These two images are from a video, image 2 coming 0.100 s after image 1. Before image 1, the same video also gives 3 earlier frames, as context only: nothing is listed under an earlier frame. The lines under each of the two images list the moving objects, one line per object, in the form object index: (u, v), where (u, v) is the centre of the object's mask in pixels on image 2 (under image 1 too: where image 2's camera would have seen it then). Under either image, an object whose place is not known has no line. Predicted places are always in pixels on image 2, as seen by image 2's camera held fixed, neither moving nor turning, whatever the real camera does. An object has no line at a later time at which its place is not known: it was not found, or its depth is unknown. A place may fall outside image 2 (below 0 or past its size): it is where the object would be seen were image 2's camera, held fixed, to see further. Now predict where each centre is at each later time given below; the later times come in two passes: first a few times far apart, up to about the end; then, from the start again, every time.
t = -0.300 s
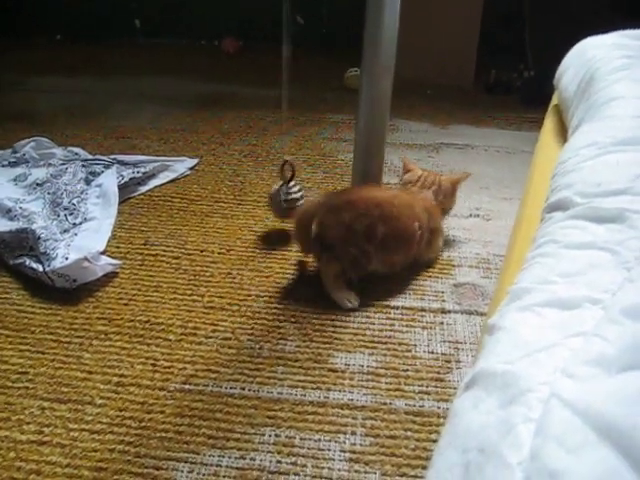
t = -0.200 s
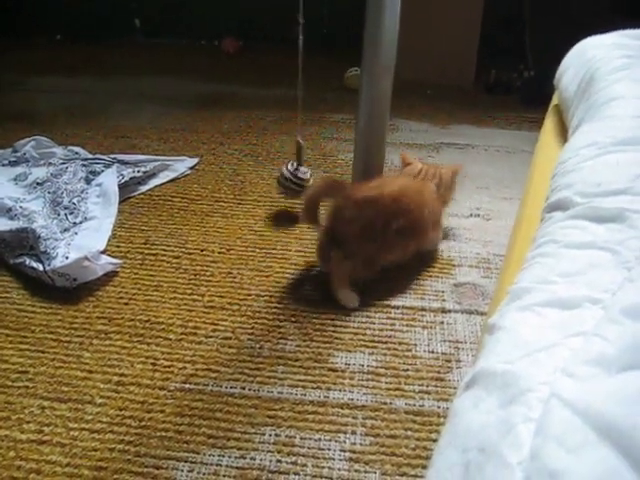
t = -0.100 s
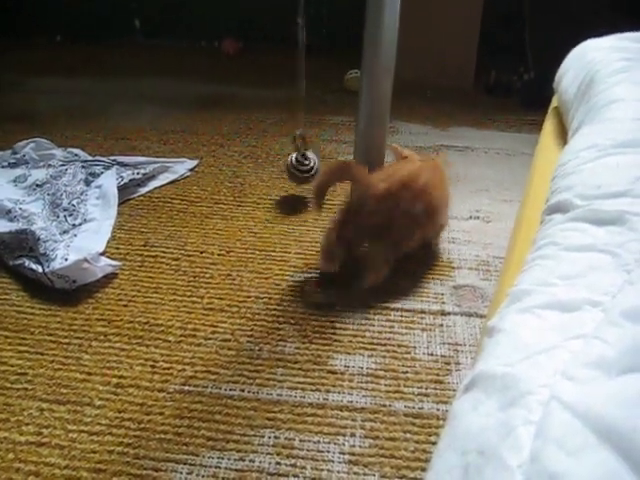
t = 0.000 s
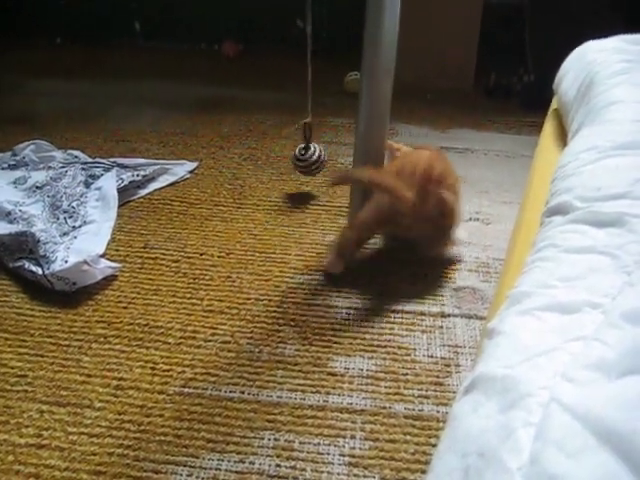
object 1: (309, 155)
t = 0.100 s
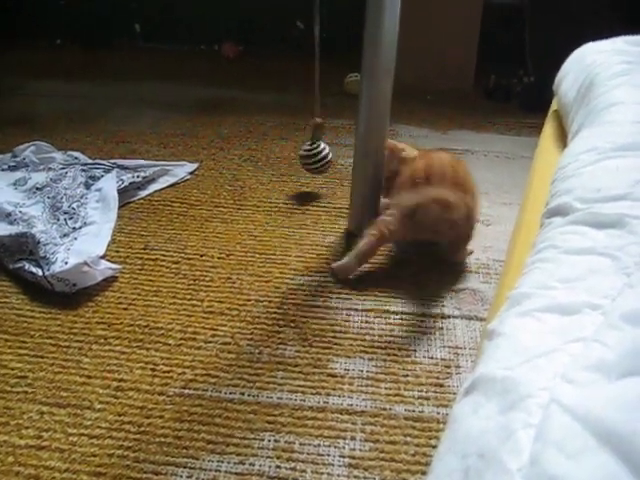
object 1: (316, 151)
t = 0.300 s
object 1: (322, 169)
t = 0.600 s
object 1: (313, 217)
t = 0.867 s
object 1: (288, 248)
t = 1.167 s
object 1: (276, 228)
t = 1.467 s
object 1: (295, 183)
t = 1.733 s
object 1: (314, 159)
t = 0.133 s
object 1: (317, 153)
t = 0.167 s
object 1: (319, 152)
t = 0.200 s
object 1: (320, 154)
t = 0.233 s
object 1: (321, 159)
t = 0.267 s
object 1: (322, 163)
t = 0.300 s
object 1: (322, 169)
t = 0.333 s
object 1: (321, 171)
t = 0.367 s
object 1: (321, 178)
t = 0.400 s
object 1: (321, 182)
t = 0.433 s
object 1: (321, 189)
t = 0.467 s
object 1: (320, 196)
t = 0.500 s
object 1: (319, 202)
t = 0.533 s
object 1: (317, 206)
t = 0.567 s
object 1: (315, 212)
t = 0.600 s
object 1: (313, 217)
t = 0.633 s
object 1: (309, 224)
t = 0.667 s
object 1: (306, 232)
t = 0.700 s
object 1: (303, 234)
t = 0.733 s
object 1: (300, 236)
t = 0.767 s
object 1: (296, 239)
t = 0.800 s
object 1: (293, 242)
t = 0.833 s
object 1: (290, 245)
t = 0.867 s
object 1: (288, 248)
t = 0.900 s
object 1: (285, 249)
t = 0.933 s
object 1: (283, 247)
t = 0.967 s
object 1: (281, 245)
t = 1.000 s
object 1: (279, 244)
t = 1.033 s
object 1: (278, 244)
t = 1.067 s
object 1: (277, 243)
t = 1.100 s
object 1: (276, 239)
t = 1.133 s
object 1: (276, 234)
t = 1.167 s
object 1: (276, 228)
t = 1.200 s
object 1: (277, 224)
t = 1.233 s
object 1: (278, 220)
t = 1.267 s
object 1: (280, 217)
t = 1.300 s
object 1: (283, 213)
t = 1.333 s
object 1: (285, 206)
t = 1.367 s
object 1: (288, 198)
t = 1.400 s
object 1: (291, 193)
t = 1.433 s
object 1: (293, 187)
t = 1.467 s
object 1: (295, 183)
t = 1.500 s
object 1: (298, 180)
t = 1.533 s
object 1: (300, 174)
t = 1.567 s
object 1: (303, 170)
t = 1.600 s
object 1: (305, 166)
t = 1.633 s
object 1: (308, 161)
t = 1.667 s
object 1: (309, 159)
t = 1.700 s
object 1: (312, 159)
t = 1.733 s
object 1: (314, 159)
